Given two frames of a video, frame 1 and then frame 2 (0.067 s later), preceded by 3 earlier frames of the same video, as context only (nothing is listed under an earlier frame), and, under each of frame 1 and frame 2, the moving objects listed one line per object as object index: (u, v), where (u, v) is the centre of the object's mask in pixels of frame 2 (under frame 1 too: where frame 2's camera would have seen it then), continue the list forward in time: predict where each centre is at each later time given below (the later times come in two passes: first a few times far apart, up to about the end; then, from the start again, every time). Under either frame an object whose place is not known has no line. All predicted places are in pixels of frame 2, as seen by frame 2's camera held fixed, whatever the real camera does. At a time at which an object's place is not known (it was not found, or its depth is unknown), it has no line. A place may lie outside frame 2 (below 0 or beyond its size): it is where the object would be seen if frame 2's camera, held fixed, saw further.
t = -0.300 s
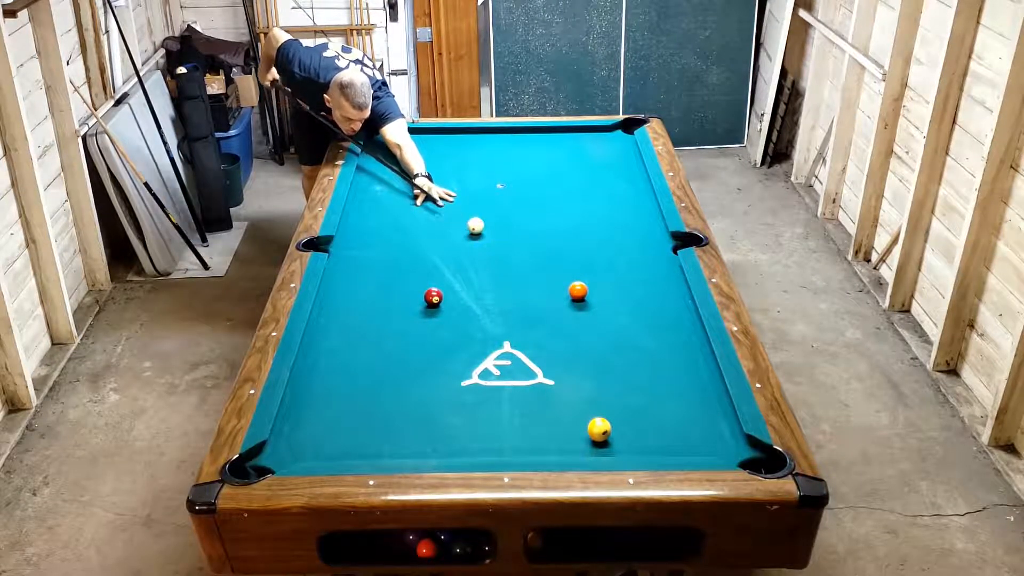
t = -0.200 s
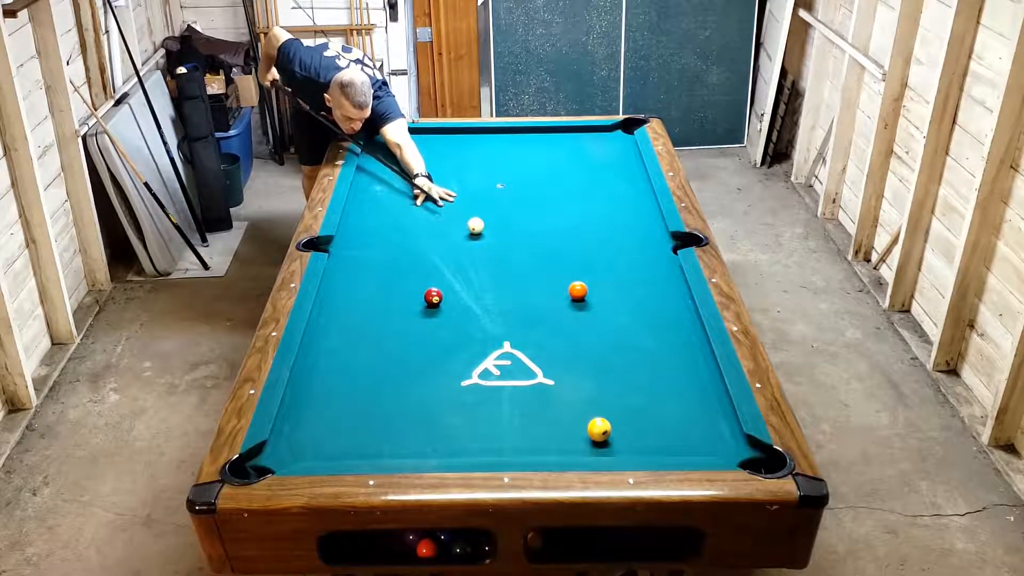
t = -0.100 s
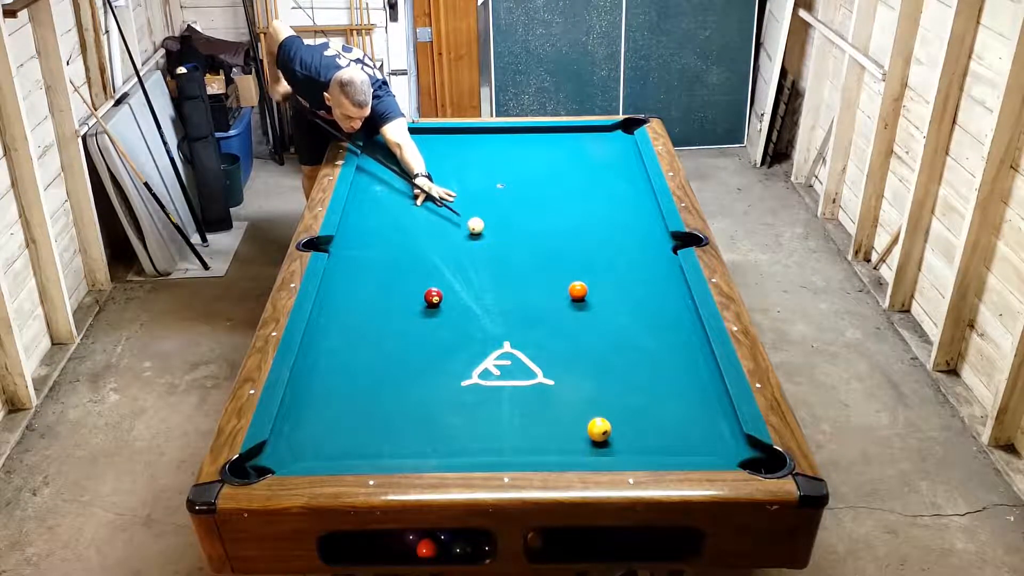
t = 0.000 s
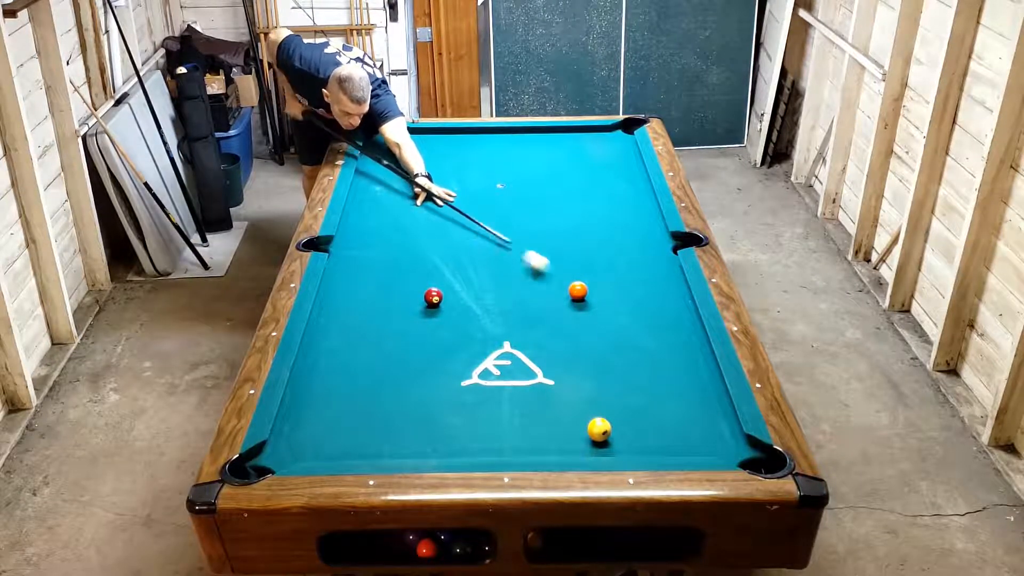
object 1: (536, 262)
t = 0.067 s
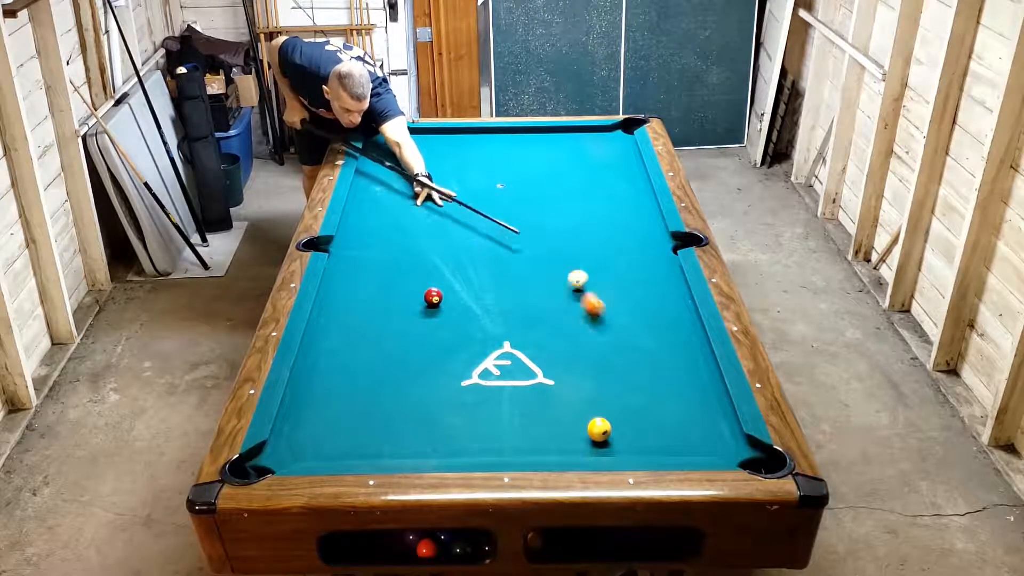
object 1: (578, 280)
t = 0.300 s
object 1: (643, 276)
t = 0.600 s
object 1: (649, 268)
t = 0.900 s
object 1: (611, 257)
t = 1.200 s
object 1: (577, 248)
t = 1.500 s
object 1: (548, 239)
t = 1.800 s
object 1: (522, 231)
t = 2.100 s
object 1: (499, 223)
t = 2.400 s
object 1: (481, 216)
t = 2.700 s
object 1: (465, 211)
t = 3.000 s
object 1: (451, 206)
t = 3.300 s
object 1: (440, 202)
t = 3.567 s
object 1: (432, 199)
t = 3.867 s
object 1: (425, 196)
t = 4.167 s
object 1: (421, 195)
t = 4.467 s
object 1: (418, 194)
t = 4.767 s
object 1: (418, 193)
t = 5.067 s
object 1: (418, 193)
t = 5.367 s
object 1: (418, 194)
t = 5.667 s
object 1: (418, 194)
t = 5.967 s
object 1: (418, 194)
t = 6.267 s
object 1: (418, 194)
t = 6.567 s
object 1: (418, 194)
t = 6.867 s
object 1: (418, 194)
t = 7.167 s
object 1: (418, 194)
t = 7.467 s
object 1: (418, 194)
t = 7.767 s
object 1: (418, 193)
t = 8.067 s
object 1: (418, 194)
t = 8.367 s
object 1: (418, 194)
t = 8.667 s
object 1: (418, 194)
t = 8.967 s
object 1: (418, 194)
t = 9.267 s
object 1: (418, 194)
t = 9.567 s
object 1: (418, 194)
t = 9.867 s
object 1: (418, 193)
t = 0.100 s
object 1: (588, 278)
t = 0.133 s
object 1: (597, 278)
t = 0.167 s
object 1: (606, 278)
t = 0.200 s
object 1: (616, 277)
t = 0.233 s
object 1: (625, 277)
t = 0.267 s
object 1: (634, 277)
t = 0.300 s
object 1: (643, 276)
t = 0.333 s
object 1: (652, 276)
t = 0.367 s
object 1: (661, 276)
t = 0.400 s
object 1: (670, 275)
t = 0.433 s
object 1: (674, 275)
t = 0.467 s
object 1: (668, 273)
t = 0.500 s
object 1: (663, 272)
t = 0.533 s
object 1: (658, 271)
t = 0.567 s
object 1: (654, 269)
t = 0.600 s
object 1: (649, 268)
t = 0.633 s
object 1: (645, 267)
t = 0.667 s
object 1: (640, 266)
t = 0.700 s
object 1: (636, 264)
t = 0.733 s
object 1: (632, 263)
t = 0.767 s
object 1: (628, 262)
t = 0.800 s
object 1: (623, 261)
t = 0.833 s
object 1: (619, 259)
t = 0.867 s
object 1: (615, 258)
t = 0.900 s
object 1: (611, 257)
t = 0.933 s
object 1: (607, 256)
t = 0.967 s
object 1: (603, 255)
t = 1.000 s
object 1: (599, 254)
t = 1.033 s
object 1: (595, 253)
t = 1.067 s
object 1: (592, 252)
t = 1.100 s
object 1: (588, 251)
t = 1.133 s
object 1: (584, 249)
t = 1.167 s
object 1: (581, 248)
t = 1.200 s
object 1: (577, 248)
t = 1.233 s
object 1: (574, 246)
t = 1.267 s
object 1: (570, 245)
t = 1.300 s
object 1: (567, 244)
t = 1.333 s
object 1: (563, 243)
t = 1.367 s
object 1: (560, 242)
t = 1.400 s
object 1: (557, 241)
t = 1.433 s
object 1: (554, 241)
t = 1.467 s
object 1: (551, 240)
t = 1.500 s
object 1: (548, 239)
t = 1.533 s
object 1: (544, 238)
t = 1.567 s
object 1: (542, 237)
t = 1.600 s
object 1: (539, 236)
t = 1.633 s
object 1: (536, 235)
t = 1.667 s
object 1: (533, 234)
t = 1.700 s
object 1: (530, 233)
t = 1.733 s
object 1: (527, 232)
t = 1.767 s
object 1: (525, 232)
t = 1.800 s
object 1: (522, 231)
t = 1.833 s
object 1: (519, 230)
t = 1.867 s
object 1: (516, 229)
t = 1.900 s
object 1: (514, 228)
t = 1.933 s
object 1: (511, 227)
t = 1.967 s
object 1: (509, 226)
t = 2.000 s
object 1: (506, 226)
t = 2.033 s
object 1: (504, 225)
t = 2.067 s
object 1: (501, 224)
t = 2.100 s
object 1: (499, 223)
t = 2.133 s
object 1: (497, 222)
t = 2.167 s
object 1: (495, 222)
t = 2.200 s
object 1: (493, 221)
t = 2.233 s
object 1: (491, 220)
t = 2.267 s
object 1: (489, 219)
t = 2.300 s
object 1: (487, 219)
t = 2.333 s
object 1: (485, 218)
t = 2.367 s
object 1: (483, 217)
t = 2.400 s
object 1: (481, 216)
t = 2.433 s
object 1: (479, 216)
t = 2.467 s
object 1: (477, 215)
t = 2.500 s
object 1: (475, 215)
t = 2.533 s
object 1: (474, 214)
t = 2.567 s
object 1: (472, 213)
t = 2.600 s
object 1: (470, 213)
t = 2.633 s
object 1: (468, 212)
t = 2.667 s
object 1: (467, 212)
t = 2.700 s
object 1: (465, 211)
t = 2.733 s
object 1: (463, 210)
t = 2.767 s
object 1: (462, 210)
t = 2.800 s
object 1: (460, 209)
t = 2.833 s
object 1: (459, 209)
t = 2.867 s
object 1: (457, 208)
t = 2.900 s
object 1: (456, 207)
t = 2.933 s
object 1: (454, 207)
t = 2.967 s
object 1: (453, 207)
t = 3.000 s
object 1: (451, 206)
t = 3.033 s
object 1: (450, 206)
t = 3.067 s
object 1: (449, 205)
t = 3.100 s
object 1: (447, 205)
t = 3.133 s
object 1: (446, 204)
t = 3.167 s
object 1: (445, 204)
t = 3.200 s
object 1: (444, 203)
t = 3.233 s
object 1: (442, 203)
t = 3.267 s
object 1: (441, 202)
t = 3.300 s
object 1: (440, 202)
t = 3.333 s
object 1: (439, 201)
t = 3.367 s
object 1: (438, 201)
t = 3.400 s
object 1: (437, 201)
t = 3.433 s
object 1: (436, 200)
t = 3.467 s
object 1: (435, 200)
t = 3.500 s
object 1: (434, 199)
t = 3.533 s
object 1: (433, 199)
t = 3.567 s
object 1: (432, 199)
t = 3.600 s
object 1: (431, 199)
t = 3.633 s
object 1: (430, 198)
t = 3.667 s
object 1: (430, 197)
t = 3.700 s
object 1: (429, 197)
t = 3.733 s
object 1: (428, 197)
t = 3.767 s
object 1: (427, 197)
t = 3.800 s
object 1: (427, 197)
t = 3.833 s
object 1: (426, 196)
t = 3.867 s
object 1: (425, 196)
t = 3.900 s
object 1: (425, 196)
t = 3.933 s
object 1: (424, 196)
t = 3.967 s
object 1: (423, 196)
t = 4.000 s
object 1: (423, 196)
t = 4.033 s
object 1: (422, 195)
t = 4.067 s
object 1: (422, 195)
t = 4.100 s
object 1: (422, 195)
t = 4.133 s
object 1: (421, 195)
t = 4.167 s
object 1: (421, 195)
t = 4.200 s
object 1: (420, 195)
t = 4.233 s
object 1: (420, 194)
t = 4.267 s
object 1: (420, 194)
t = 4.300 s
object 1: (419, 194)
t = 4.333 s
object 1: (419, 194)
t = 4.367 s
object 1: (419, 194)
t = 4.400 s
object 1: (418, 194)
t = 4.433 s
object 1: (418, 194)
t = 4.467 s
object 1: (418, 194)
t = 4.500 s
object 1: (418, 194)
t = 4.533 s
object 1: (418, 193)
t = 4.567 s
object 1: (418, 193)
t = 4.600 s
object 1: (418, 193)
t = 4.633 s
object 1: (418, 193)
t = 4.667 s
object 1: (418, 193)
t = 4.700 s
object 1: (418, 193)
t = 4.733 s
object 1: (418, 193)
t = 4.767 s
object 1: (418, 193)
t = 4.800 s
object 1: (418, 193)
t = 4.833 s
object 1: (418, 193)
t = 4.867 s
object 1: (418, 193)
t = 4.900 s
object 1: (418, 193)
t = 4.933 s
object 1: (418, 193)
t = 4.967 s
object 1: (418, 193)
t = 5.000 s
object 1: (418, 194)
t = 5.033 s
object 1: (418, 193)
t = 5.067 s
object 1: (418, 193)
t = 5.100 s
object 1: (418, 193)
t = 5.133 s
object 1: (418, 193)
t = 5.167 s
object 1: (418, 194)
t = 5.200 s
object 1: (418, 193)
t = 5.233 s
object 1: (418, 194)
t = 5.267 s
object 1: (418, 194)
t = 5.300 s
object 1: (418, 194)
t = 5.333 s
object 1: (418, 194)
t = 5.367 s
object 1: (418, 194)
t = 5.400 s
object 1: (418, 194)
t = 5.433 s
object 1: (418, 194)
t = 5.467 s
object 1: (418, 194)
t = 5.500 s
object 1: (418, 194)
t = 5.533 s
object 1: (418, 194)
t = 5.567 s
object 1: (418, 194)
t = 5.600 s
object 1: (418, 194)
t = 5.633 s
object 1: (418, 194)
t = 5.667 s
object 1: (418, 194)
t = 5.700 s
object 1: (418, 194)
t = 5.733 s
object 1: (418, 194)
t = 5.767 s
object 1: (418, 194)
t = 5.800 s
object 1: (418, 194)
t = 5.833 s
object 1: (418, 194)
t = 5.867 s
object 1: (418, 194)
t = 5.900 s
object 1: (418, 194)
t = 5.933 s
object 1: (418, 194)
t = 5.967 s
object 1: (418, 194)
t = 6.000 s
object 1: (418, 194)
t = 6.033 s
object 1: (418, 194)
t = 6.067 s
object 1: (418, 194)
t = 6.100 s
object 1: (418, 194)
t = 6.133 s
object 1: (418, 194)
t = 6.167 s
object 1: (418, 194)
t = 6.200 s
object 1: (418, 194)
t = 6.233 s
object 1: (418, 194)
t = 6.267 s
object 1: (418, 194)
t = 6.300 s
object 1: (418, 194)
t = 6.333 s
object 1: (418, 193)
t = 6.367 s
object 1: (418, 194)
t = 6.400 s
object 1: (418, 194)
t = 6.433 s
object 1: (418, 194)
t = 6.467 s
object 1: (418, 194)
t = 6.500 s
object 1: (418, 194)
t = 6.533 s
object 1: (418, 194)
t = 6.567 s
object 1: (418, 194)
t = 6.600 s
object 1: (418, 194)
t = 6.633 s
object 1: (418, 194)
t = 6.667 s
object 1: (418, 194)
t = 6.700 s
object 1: (418, 194)
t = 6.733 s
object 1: (418, 194)
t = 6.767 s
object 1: (418, 194)
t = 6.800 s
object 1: (418, 194)
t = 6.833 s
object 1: (418, 194)
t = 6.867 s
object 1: (418, 194)
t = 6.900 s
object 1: (418, 194)
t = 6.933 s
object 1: (418, 194)
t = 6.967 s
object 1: (418, 194)
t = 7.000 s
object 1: (418, 194)
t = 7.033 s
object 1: (418, 194)
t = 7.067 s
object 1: (418, 194)
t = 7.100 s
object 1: (418, 194)
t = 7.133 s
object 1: (418, 194)
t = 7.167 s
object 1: (418, 194)
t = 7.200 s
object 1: (418, 194)
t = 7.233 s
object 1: (418, 194)
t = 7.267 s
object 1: (418, 194)
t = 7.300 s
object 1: (418, 194)
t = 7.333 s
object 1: (418, 194)
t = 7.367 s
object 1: (418, 194)
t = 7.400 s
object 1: (418, 194)
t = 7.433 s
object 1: (418, 194)
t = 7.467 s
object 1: (418, 194)
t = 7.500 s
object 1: (418, 194)
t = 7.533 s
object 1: (418, 194)
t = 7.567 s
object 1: (418, 194)
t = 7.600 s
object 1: (418, 194)
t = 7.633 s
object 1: (418, 194)
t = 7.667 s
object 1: (418, 194)
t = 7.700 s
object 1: (418, 194)
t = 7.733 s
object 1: (418, 194)
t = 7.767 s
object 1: (418, 193)
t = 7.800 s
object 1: (418, 194)
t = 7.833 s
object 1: (418, 193)
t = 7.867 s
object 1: (418, 194)
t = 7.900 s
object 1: (418, 194)
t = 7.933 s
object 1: (418, 194)
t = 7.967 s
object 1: (418, 194)
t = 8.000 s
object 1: (418, 194)
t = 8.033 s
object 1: (418, 194)
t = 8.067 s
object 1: (418, 194)
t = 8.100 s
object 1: (418, 194)
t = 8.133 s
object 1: (418, 194)
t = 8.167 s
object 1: (418, 194)
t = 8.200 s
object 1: (418, 194)
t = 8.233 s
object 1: (418, 194)
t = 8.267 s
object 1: (418, 194)
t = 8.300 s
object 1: (418, 194)
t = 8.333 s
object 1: (418, 194)
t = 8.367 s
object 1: (418, 194)
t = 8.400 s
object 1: (418, 194)
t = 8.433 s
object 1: (418, 194)
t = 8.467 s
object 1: (418, 194)
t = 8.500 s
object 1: (418, 194)
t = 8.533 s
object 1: (418, 193)
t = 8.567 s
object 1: (418, 194)
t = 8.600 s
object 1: (418, 193)
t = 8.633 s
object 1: (418, 194)
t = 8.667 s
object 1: (418, 194)
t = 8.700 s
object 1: (418, 194)
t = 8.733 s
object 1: (418, 194)
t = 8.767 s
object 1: (418, 194)
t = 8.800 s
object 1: (418, 194)
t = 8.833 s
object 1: (418, 194)
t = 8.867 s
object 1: (418, 194)
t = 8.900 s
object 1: (418, 194)
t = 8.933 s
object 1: (418, 194)
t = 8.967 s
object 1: (418, 194)
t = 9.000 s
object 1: (418, 194)
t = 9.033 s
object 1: (418, 194)
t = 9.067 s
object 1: (418, 194)
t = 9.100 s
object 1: (418, 194)
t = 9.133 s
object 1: (418, 194)
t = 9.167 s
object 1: (418, 194)
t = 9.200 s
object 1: (418, 194)
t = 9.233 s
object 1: (418, 194)
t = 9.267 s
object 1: (418, 194)
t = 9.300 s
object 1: (418, 194)
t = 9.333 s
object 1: (418, 194)
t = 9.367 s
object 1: (418, 194)
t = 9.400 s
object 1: (418, 194)
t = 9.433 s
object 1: (418, 194)
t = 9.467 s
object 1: (418, 194)
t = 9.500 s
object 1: (418, 194)
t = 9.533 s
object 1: (418, 194)
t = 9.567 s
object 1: (418, 194)
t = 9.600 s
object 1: (418, 194)
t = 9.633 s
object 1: (418, 194)
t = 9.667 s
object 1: (418, 194)
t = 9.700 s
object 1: (418, 194)
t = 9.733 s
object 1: (418, 194)
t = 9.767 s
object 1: (418, 194)
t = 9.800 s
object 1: (418, 194)
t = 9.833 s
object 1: (418, 194)
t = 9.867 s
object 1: (418, 193)
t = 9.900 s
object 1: (418, 193)
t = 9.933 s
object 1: (418, 193)
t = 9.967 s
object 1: (418, 194)
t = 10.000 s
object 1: (418, 194)
